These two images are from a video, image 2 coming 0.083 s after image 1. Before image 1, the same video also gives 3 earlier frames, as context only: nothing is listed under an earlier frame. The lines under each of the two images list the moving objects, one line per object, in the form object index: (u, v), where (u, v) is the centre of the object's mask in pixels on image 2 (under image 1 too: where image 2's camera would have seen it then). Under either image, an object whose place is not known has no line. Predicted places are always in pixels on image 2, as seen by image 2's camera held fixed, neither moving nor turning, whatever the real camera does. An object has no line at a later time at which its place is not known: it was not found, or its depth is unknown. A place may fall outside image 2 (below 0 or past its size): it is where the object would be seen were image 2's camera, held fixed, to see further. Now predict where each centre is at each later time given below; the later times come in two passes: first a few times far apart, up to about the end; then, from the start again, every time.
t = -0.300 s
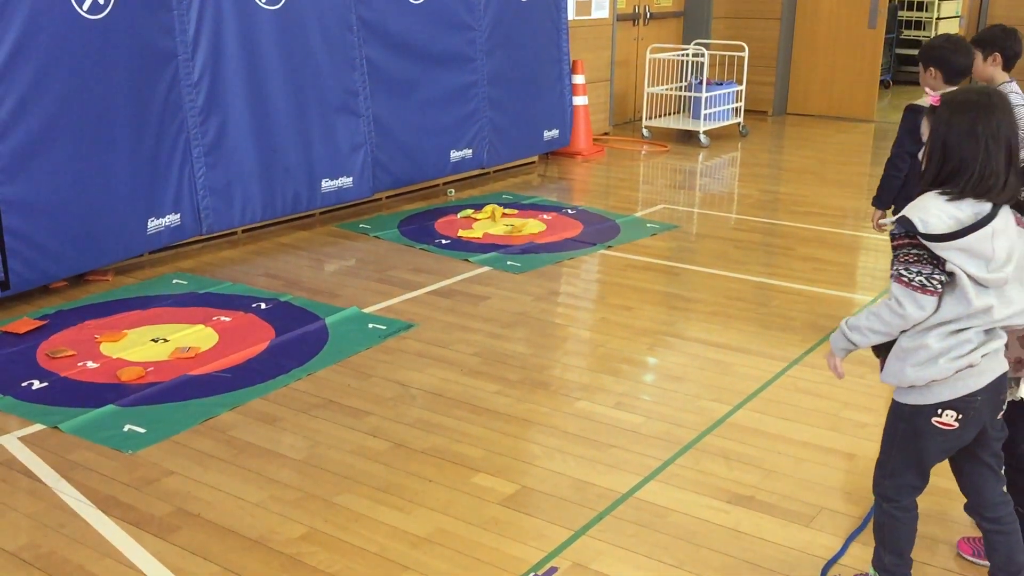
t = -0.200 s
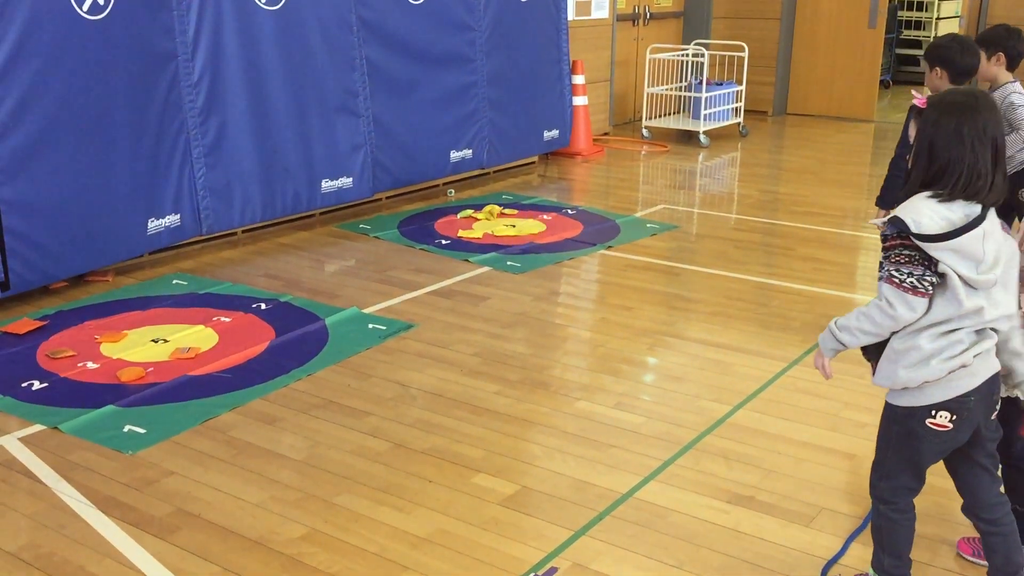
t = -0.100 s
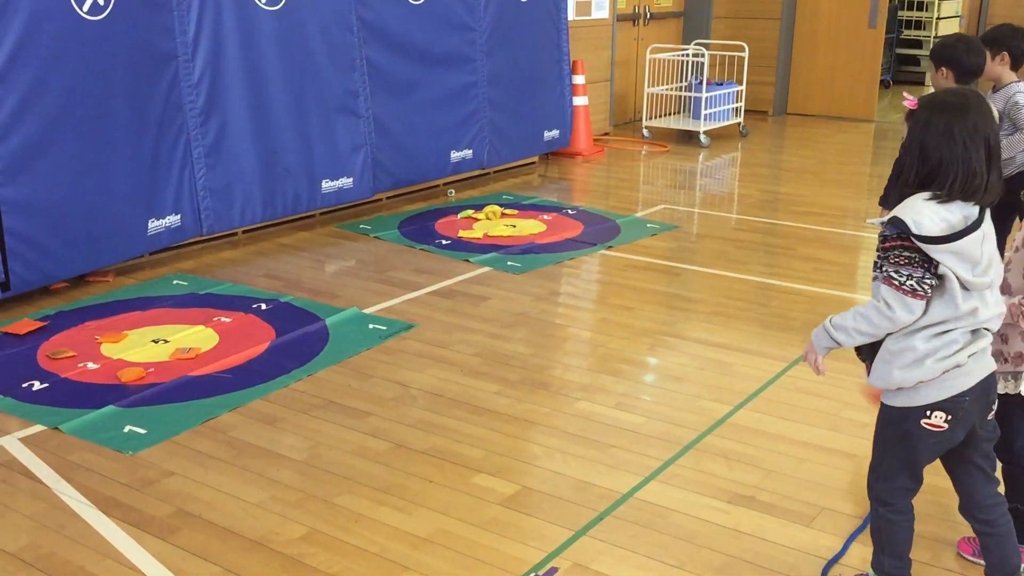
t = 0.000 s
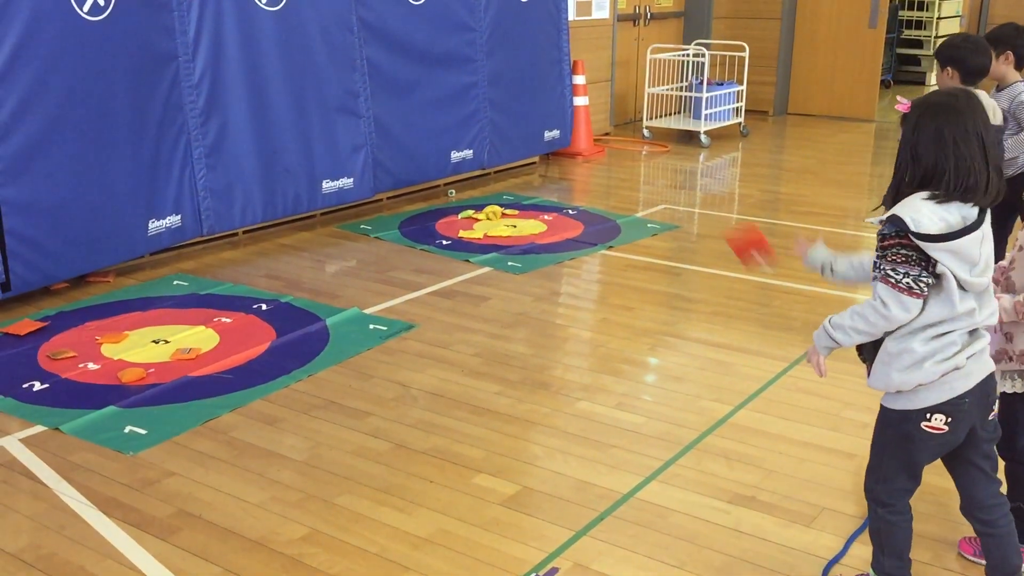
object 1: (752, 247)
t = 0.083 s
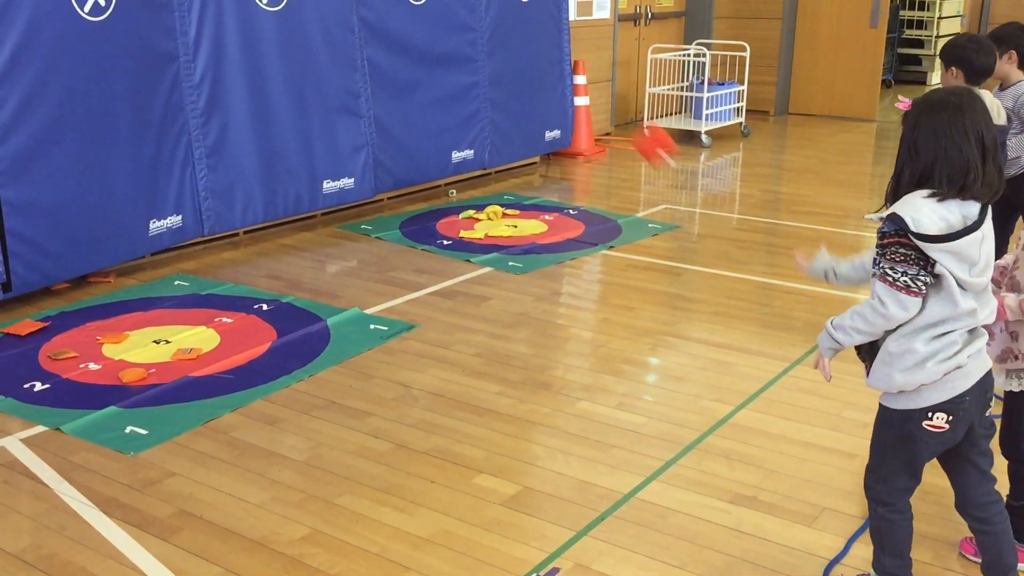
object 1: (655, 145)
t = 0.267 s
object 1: (478, 33)
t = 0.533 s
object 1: (306, 74)
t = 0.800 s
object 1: (200, 237)
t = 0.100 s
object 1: (637, 129)
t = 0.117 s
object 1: (620, 114)
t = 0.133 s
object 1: (606, 102)
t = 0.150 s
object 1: (584, 87)
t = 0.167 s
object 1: (562, 75)
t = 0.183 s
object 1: (552, 67)
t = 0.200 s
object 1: (537, 58)
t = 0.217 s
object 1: (522, 49)
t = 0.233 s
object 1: (507, 43)
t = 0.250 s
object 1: (492, 37)
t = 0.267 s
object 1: (478, 33)
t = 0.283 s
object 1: (463, 29)
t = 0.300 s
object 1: (450, 27)
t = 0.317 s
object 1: (438, 25)
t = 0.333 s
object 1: (426, 24)
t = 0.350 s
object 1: (414, 24)
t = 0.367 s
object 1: (402, 25)
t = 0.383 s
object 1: (391, 27)
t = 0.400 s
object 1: (381, 30)
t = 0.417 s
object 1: (371, 33)
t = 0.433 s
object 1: (360, 38)
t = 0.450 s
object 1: (351, 42)
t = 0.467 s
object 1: (341, 47)
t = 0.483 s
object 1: (332, 53)
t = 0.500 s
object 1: (323, 60)
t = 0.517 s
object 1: (315, 67)
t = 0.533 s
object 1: (306, 74)
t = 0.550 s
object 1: (298, 82)
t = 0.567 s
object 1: (290, 90)
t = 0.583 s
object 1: (282, 99)
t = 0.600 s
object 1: (274, 107)
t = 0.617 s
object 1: (267, 116)
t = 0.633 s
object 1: (260, 126)
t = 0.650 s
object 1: (252, 136)
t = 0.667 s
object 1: (246, 146)
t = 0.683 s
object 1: (239, 157)
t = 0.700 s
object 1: (232, 168)
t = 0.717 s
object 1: (226, 179)
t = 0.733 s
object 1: (221, 190)
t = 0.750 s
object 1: (215, 202)
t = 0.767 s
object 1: (210, 213)
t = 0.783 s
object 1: (205, 225)
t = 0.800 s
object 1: (200, 237)
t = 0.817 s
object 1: (194, 249)
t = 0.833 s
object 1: (189, 261)
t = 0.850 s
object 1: (184, 265)
